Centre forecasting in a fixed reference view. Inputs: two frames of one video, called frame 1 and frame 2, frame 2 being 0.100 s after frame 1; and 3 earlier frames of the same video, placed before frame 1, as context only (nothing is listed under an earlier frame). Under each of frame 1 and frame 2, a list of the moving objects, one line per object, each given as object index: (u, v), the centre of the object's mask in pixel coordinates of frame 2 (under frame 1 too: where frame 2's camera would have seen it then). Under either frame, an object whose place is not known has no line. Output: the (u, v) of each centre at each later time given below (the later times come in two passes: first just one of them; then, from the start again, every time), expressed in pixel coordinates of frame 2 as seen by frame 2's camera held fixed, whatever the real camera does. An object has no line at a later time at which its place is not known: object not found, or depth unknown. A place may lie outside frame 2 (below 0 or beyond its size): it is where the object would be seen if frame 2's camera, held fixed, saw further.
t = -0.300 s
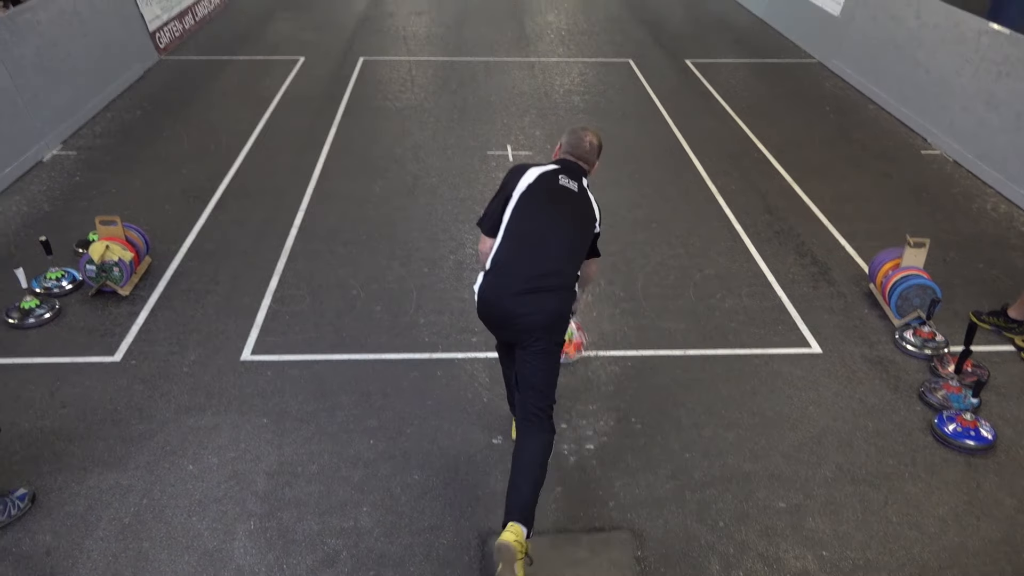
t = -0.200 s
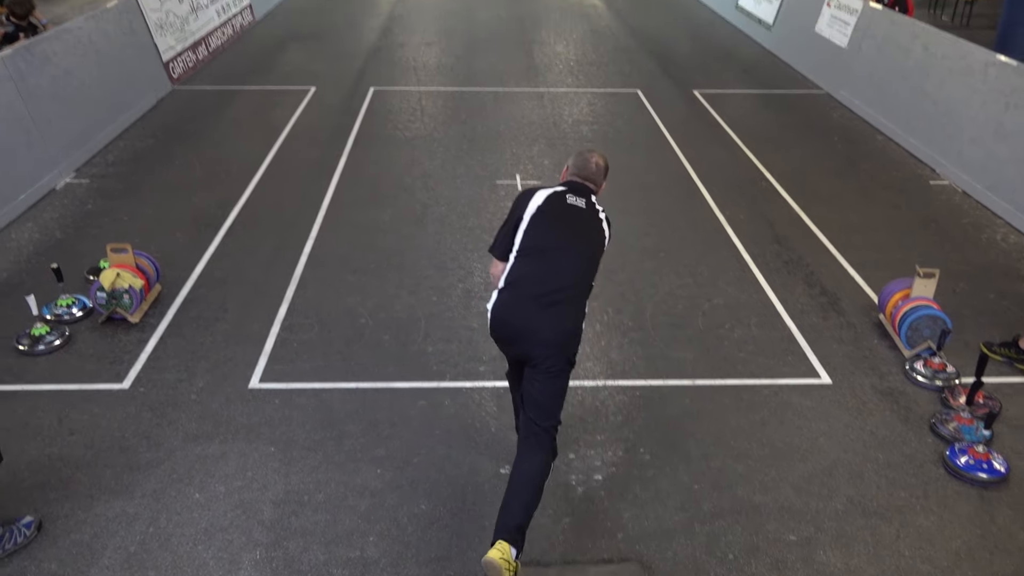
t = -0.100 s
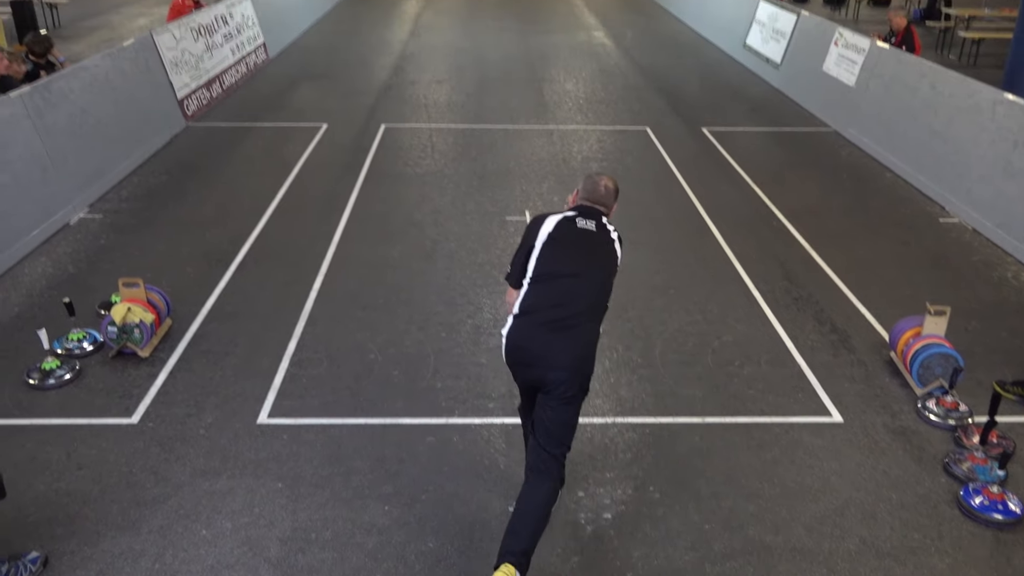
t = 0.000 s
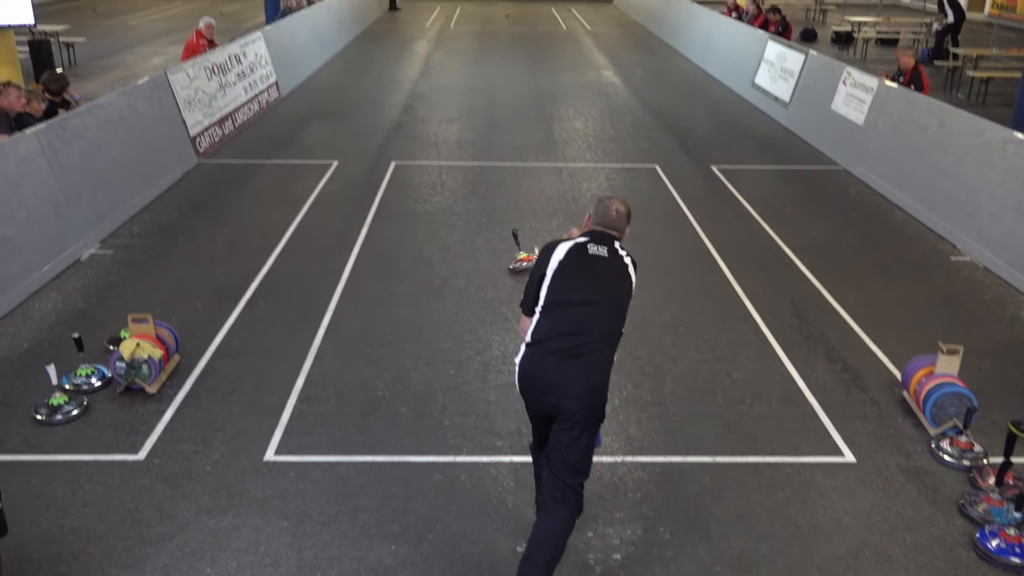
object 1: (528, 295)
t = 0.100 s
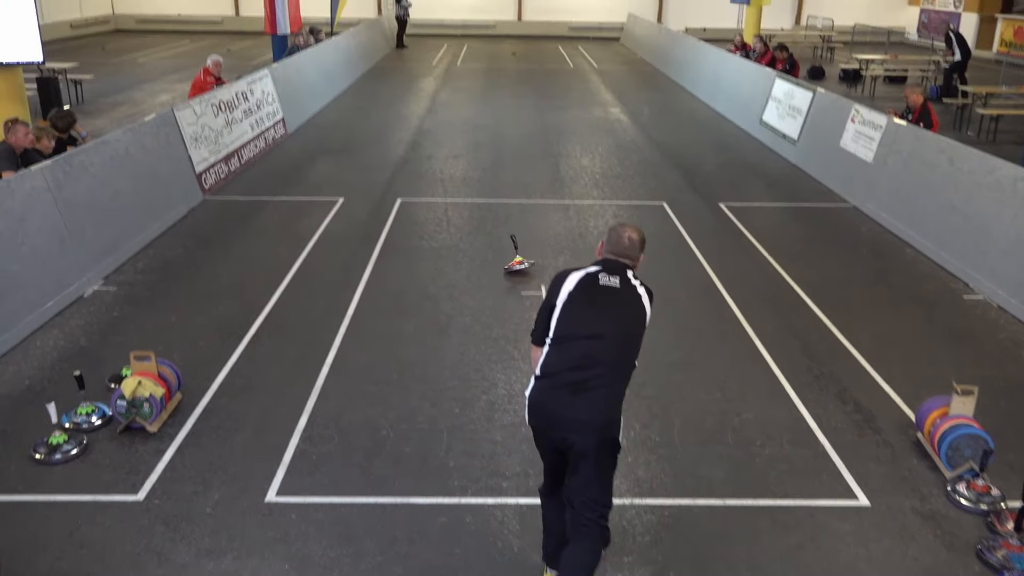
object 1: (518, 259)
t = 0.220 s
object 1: (510, 226)
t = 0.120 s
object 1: (516, 254)
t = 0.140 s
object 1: (515, 248)
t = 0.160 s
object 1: (514, 243)
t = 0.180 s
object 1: (513, 237)
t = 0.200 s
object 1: (512, 232)
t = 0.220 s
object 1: (510, 226)
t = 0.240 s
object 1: (509, 222)
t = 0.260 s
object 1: (508, 217)
